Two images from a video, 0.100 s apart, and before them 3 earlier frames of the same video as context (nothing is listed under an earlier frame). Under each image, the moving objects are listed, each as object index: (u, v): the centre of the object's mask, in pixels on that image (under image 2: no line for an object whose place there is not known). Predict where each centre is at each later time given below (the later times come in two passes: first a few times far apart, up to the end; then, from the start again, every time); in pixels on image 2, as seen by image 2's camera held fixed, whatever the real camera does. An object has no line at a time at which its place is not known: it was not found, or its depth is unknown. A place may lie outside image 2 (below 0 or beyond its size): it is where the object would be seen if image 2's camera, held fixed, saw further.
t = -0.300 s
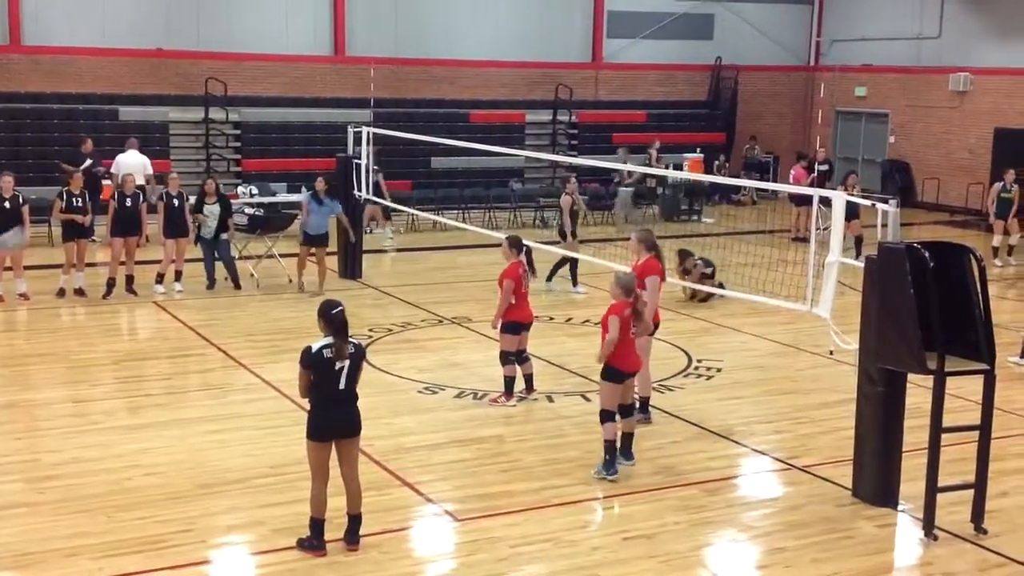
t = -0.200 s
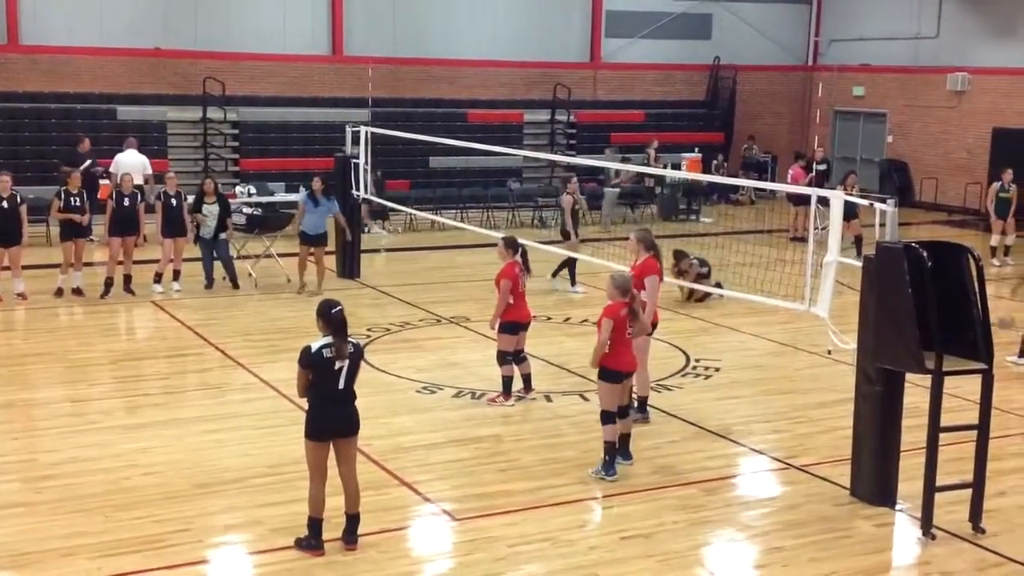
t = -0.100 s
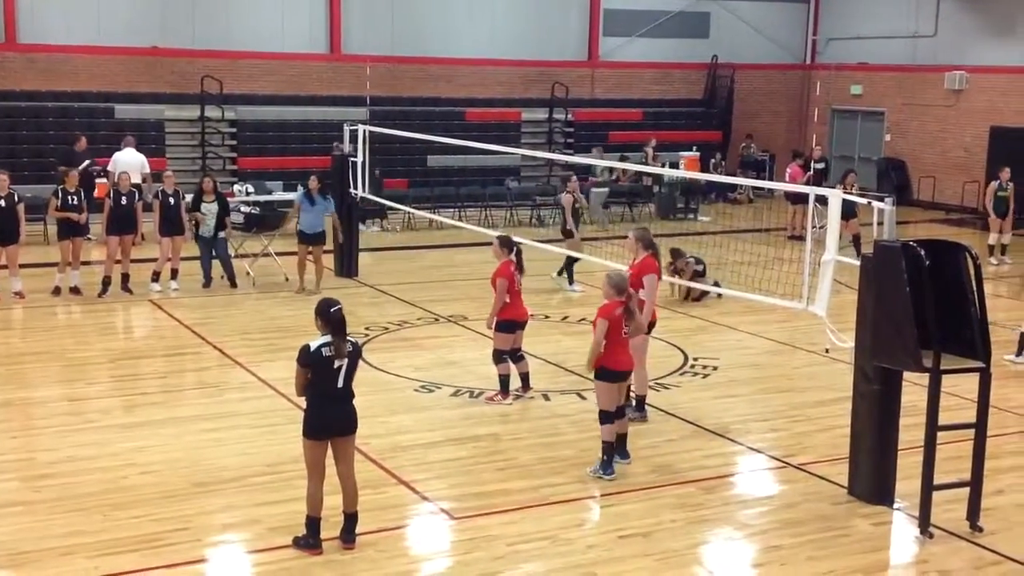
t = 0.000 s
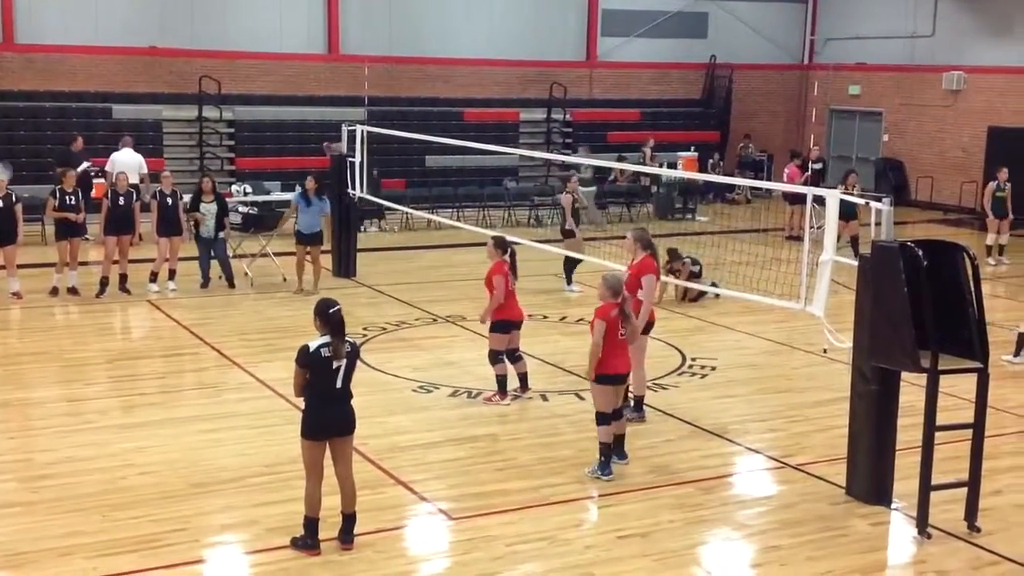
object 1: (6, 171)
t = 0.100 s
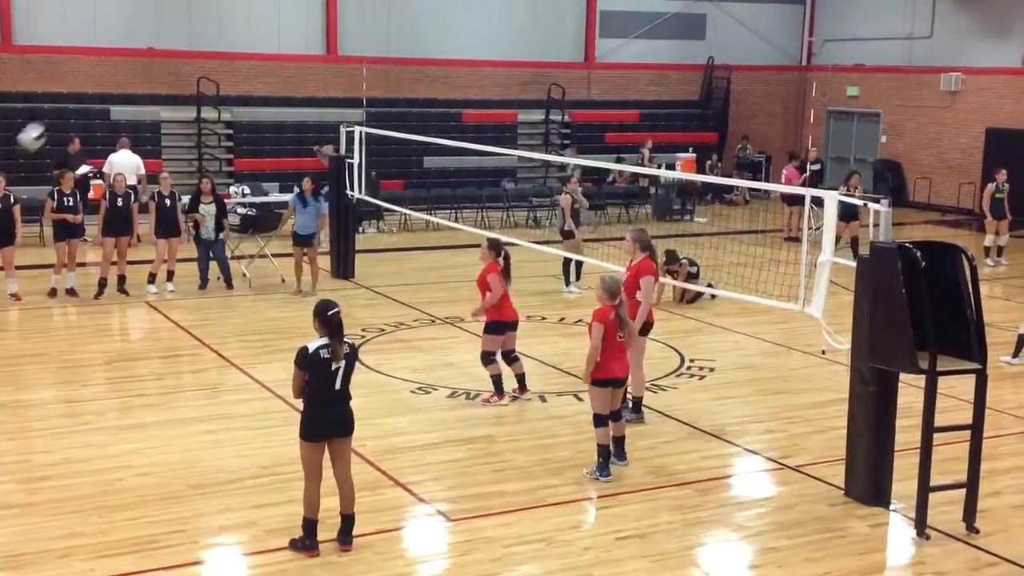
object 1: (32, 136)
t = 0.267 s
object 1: (94, 93)
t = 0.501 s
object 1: (179, 81)
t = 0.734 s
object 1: (262, 129)
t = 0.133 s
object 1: (44, 125)
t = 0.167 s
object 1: (56, 116)
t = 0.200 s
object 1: (68, 107)
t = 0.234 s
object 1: (81, 99)
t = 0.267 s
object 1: (94, 93)
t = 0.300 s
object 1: (106, 88)
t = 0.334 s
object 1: (118, 83)
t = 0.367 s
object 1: (129, 79)
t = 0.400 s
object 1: (142, 77)
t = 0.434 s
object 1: (153, 79)
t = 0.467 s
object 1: (166, 78)
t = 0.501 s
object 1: (179, 81)
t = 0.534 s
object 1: (192, 86)
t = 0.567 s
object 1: (204, 90)
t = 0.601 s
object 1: (216, 96)
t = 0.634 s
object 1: (225, 101)
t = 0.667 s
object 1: (238, 108)
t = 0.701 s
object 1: (249, 118)
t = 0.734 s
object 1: (262, 129)
